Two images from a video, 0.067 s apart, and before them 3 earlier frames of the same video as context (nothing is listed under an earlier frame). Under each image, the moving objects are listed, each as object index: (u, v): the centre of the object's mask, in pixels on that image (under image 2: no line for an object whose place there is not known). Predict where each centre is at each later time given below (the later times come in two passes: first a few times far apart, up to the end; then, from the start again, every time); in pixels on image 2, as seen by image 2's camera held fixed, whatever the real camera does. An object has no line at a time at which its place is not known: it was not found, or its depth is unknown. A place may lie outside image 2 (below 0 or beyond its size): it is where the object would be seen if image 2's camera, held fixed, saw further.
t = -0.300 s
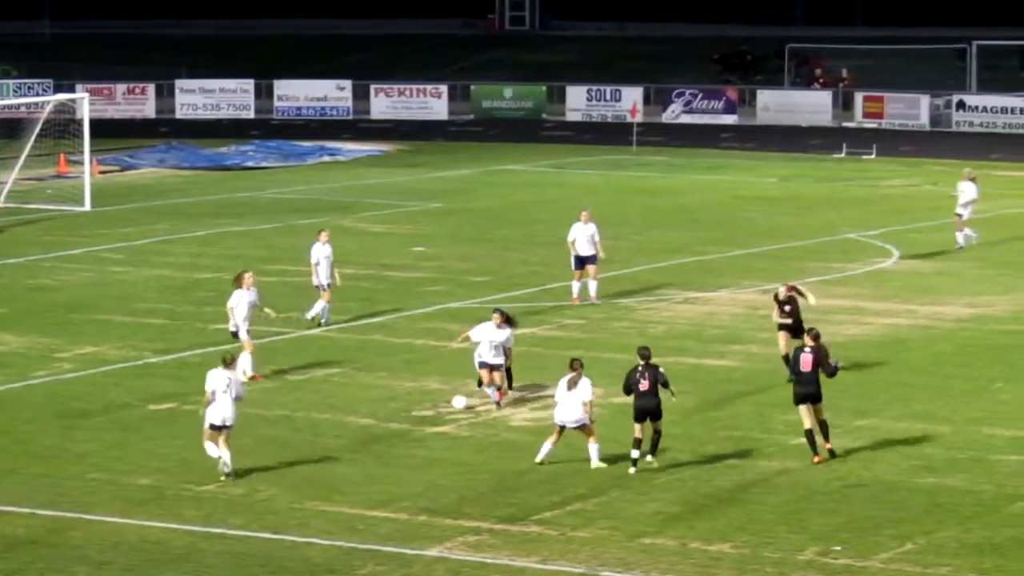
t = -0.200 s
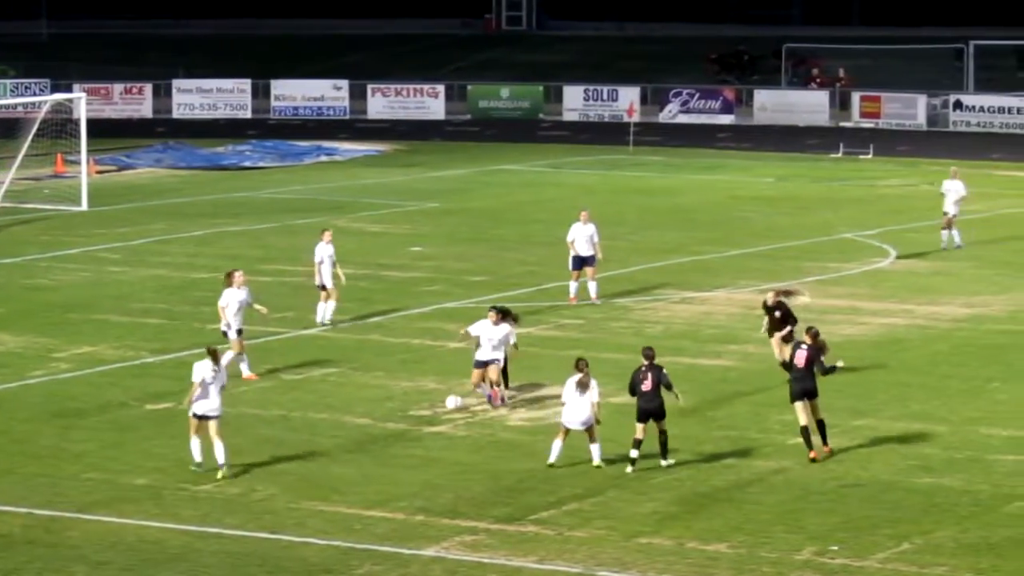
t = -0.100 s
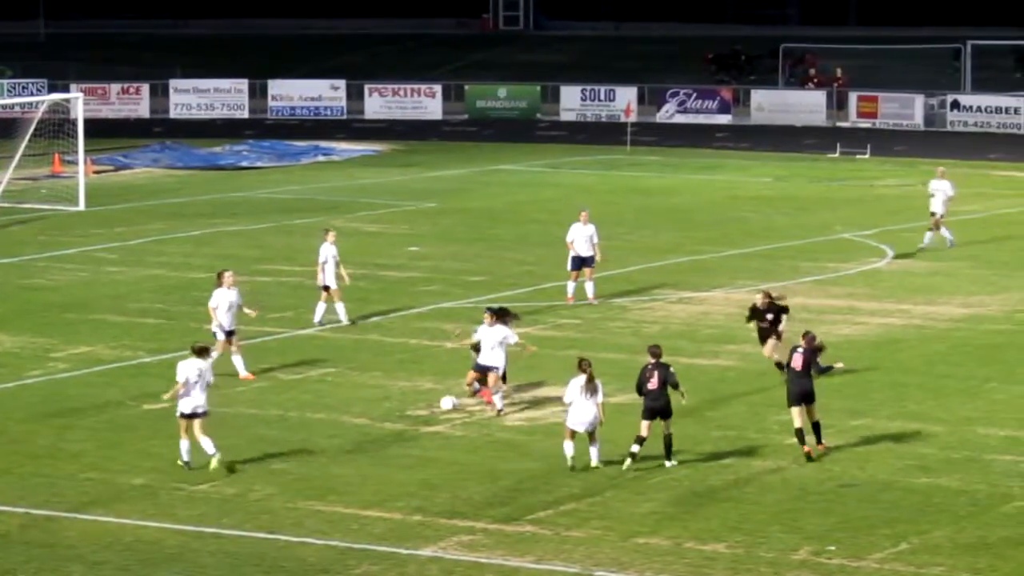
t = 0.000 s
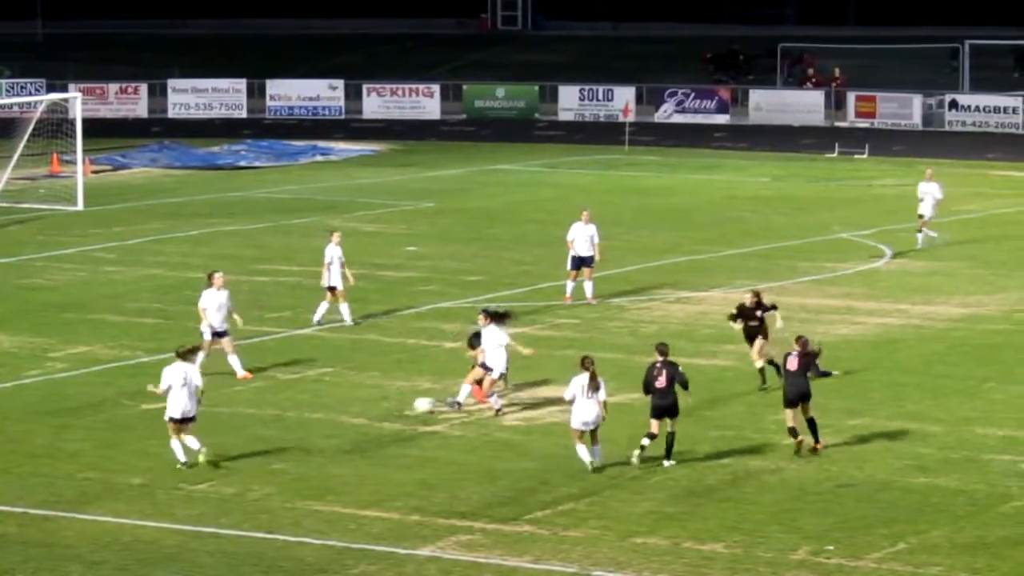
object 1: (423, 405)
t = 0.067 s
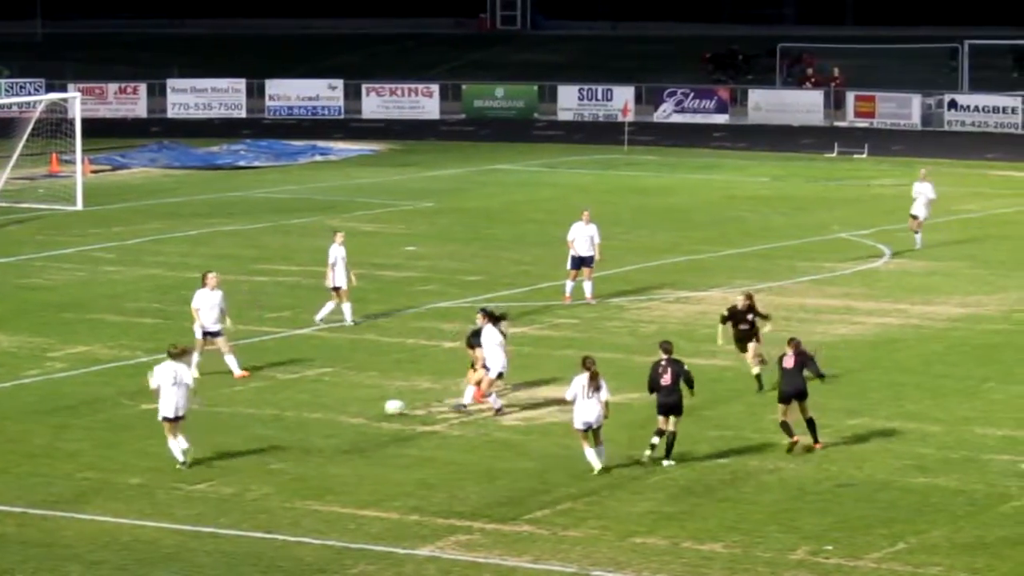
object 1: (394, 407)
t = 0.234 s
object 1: (330, 413)
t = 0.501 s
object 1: (251, 422)
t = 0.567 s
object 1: (232, 423)
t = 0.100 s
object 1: (381, 408)
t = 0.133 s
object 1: (368, 409)
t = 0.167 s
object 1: (355, 412)
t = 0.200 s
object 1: (342, 413)
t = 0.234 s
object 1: (330, 413)
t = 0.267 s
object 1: (320, 414)
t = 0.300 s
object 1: (310, 415)
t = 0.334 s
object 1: (299, 418)
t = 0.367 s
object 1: (290, 418)
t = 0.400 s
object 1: (280, 418)
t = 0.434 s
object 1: (270, 419)
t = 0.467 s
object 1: (261, 420)
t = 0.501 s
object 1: (251, 422)
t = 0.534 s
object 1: (243, 423)
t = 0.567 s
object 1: (232, 423)
